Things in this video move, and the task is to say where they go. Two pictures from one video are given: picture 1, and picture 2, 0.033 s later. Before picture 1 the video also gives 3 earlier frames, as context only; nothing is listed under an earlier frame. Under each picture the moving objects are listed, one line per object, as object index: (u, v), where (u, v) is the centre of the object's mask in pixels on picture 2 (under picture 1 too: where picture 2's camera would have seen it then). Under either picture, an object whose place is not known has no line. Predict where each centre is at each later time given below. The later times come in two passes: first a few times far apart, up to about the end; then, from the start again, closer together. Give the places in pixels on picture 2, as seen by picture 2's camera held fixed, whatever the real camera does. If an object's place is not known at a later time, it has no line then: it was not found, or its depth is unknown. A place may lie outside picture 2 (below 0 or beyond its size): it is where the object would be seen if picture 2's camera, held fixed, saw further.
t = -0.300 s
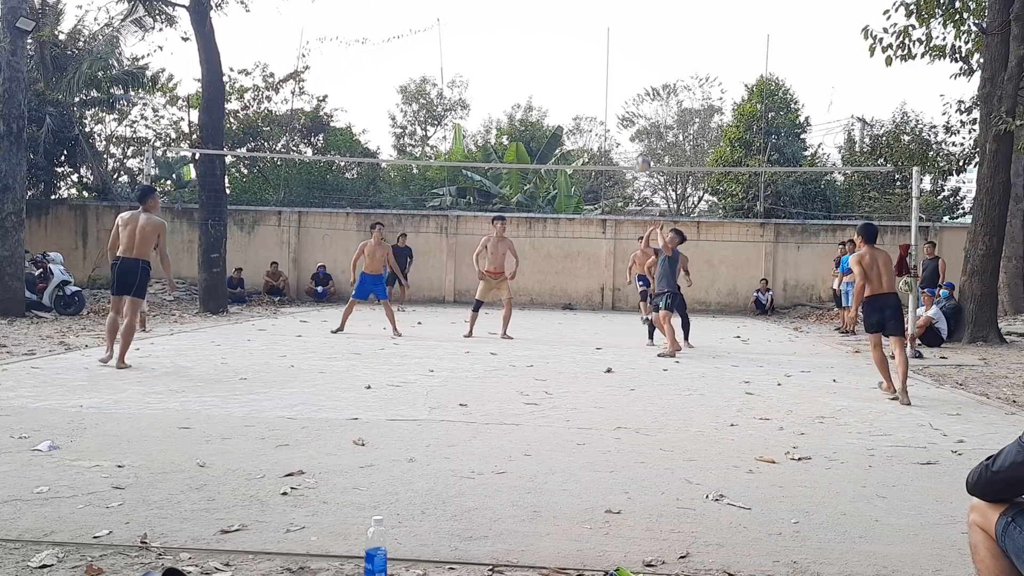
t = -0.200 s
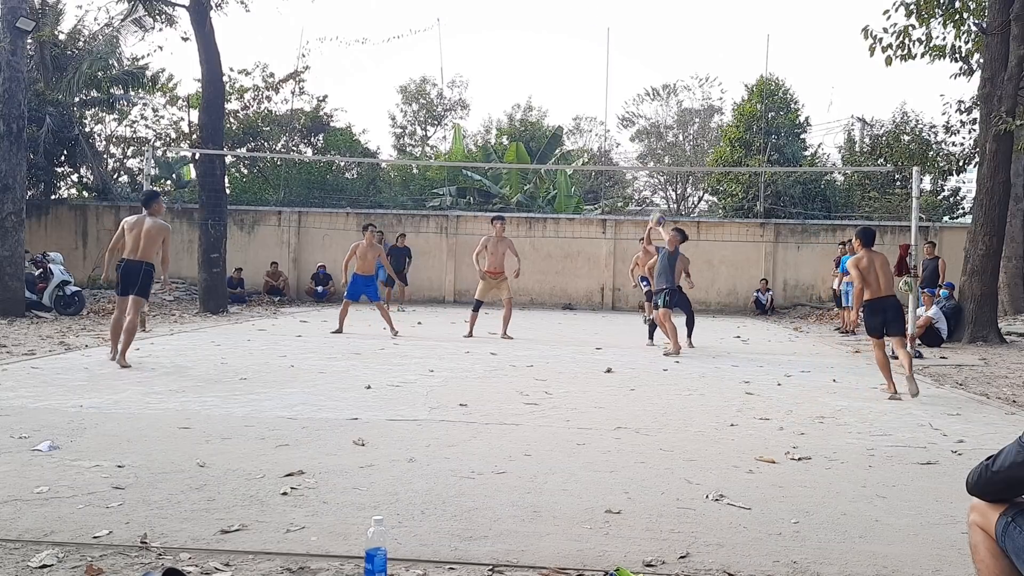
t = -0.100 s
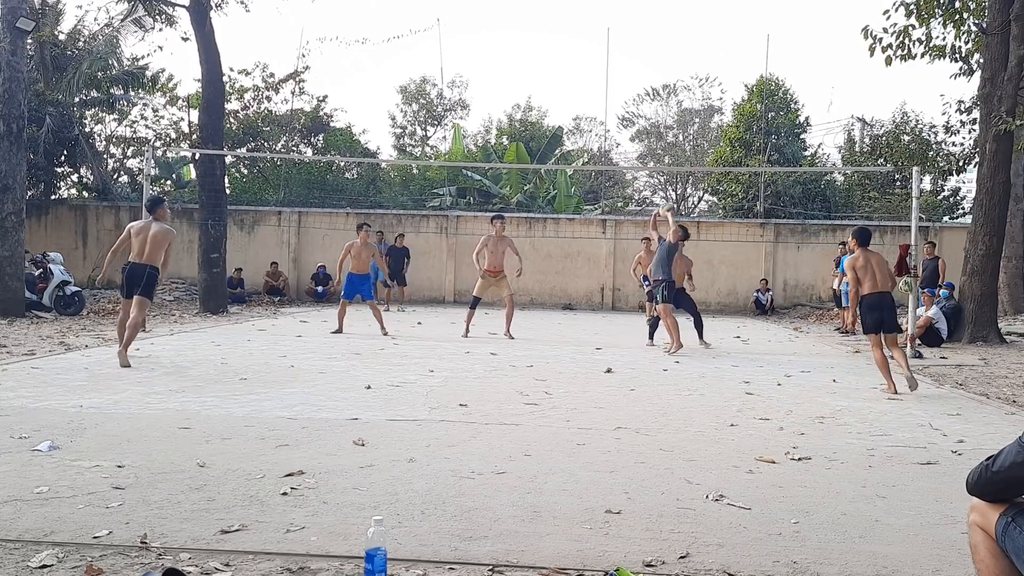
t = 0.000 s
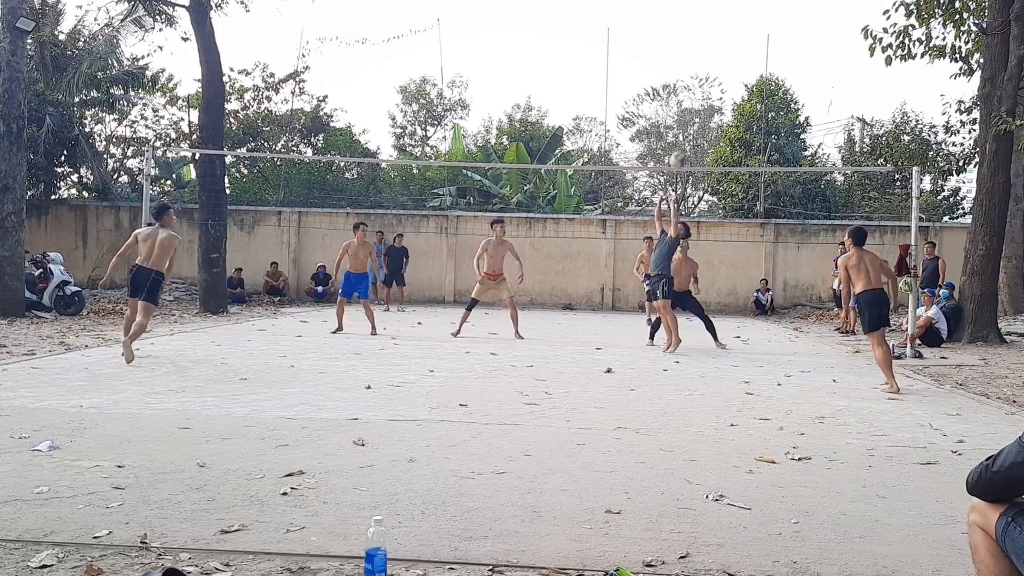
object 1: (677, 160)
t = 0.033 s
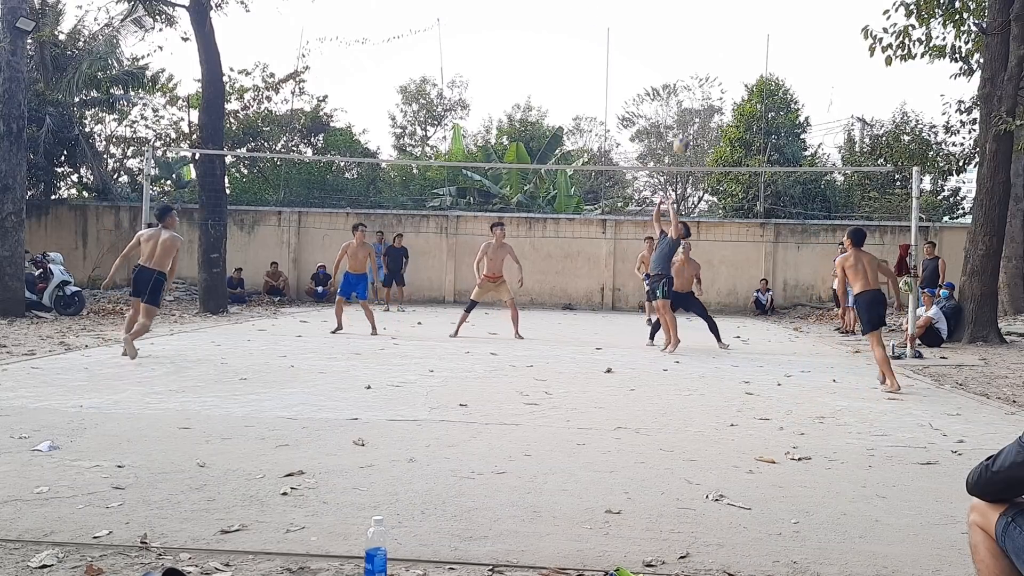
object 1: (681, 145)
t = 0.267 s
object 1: (704, 59)
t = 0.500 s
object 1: (726, 15)
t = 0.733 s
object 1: (746, 15)
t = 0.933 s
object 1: (761, 48)
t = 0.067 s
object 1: (684, 129)
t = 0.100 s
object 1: (688, 116)
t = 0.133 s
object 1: (691, 103)
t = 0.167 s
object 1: (695, 91)
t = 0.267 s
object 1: (704, 59)
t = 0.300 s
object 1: (708, 50)
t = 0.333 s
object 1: (711, 42)
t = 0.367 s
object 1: (714, 35)
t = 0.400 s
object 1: (717, 29)
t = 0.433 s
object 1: (720, 23)
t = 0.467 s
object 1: (723, 19)
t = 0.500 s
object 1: (726, 15)
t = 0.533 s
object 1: (729, 13)
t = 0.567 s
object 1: (732, 11)
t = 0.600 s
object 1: (735, 10)
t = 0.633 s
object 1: (737, 10)
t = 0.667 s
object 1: (740, 11)
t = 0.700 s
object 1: (743, 12)
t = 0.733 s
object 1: (746, 15)
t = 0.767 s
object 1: (748, 18)
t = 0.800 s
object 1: (751, 22)
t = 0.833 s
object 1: (753, 27)
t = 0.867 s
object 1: (756, 33)
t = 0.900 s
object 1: (758, 40)
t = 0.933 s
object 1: (761, 48)
